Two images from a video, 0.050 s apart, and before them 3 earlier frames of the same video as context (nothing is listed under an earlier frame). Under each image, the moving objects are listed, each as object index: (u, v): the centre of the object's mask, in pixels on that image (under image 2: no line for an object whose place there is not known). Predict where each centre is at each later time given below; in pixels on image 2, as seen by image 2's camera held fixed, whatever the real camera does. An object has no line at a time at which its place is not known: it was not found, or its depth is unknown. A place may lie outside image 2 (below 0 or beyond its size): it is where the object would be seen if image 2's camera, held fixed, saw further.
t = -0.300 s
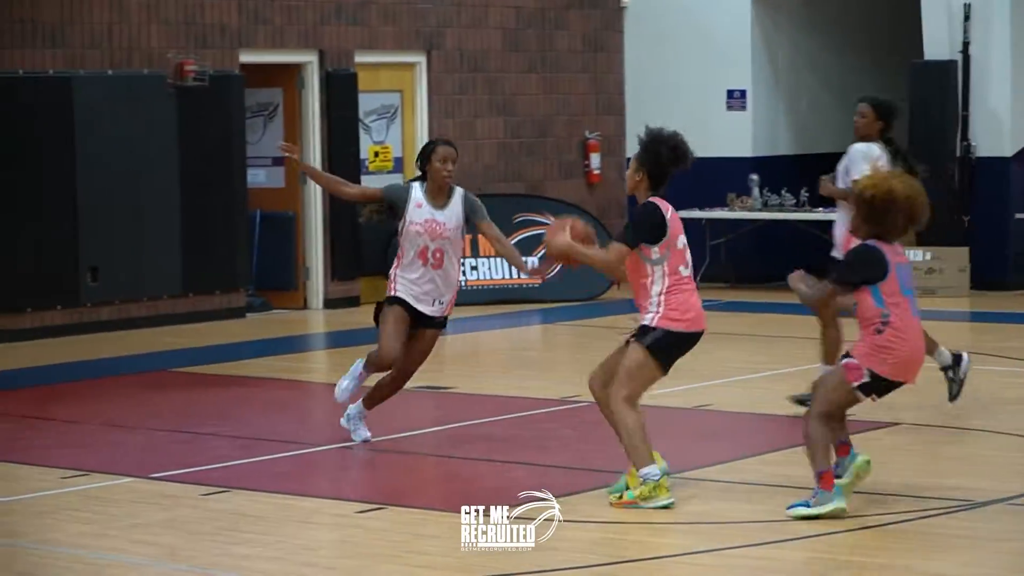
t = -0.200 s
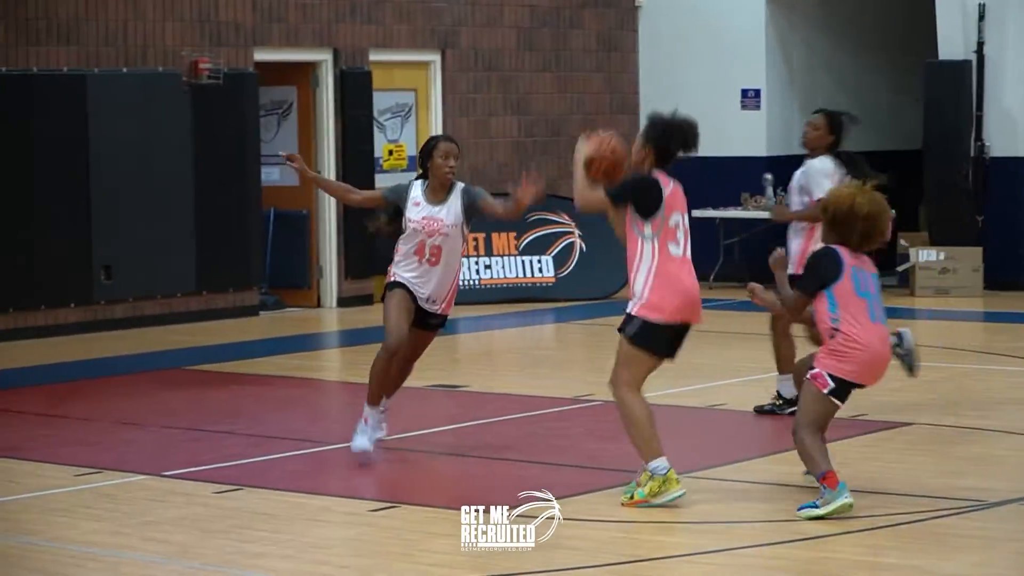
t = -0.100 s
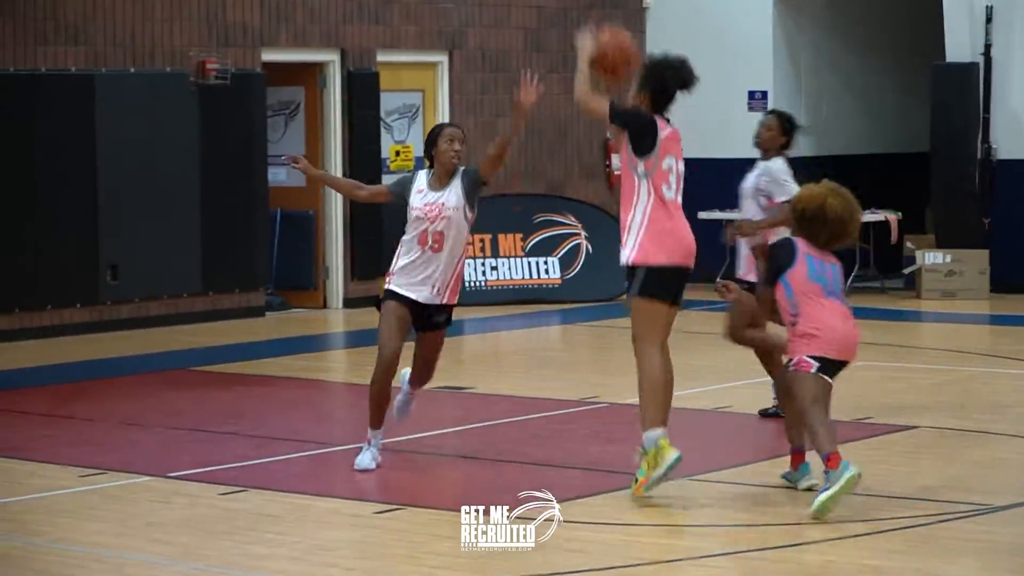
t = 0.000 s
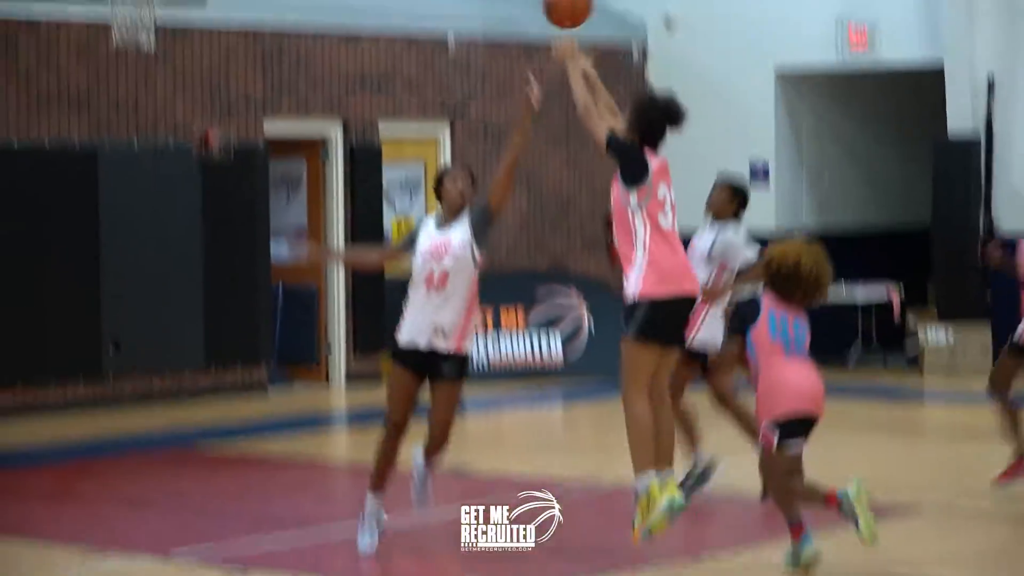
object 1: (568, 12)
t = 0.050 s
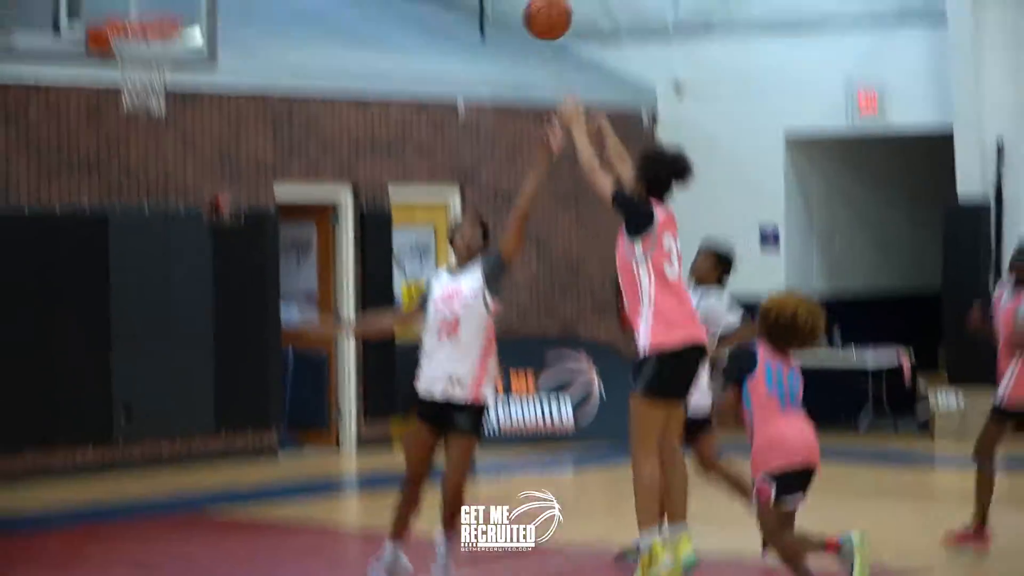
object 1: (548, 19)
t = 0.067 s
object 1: (538, 1)
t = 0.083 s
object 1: (529, -14)
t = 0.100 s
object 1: (520, -29)
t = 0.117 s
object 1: (511, -43)
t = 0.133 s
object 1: (501, -56)
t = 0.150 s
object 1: (492, -70)
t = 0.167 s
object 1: (483, -82)
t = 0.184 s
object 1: (474, -93)
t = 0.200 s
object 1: (465, -103)
